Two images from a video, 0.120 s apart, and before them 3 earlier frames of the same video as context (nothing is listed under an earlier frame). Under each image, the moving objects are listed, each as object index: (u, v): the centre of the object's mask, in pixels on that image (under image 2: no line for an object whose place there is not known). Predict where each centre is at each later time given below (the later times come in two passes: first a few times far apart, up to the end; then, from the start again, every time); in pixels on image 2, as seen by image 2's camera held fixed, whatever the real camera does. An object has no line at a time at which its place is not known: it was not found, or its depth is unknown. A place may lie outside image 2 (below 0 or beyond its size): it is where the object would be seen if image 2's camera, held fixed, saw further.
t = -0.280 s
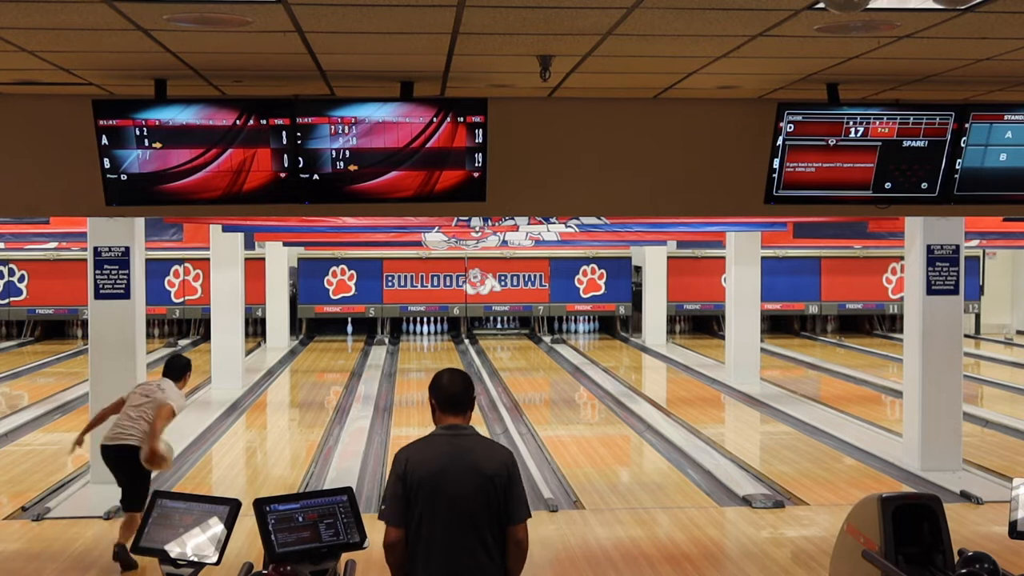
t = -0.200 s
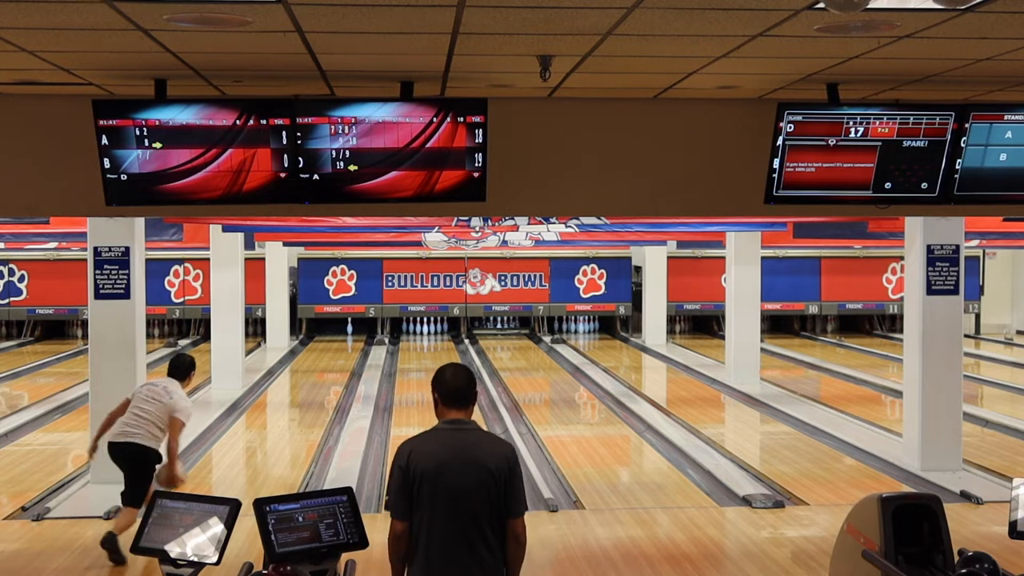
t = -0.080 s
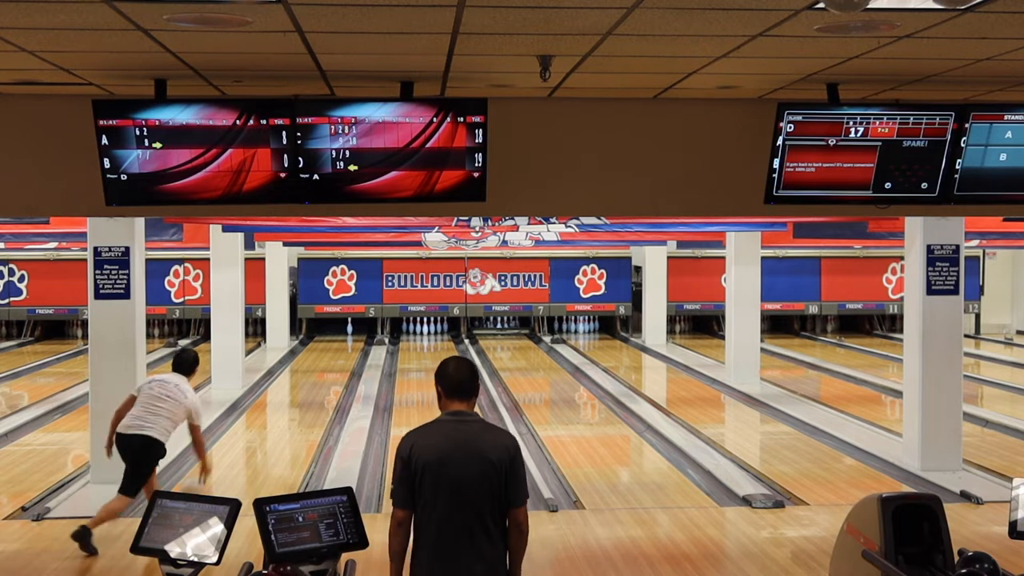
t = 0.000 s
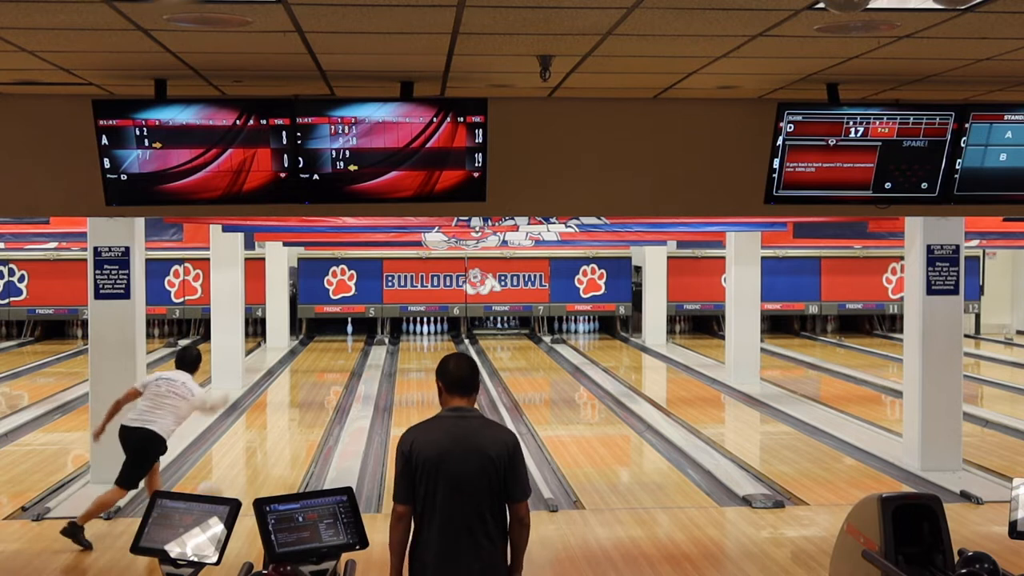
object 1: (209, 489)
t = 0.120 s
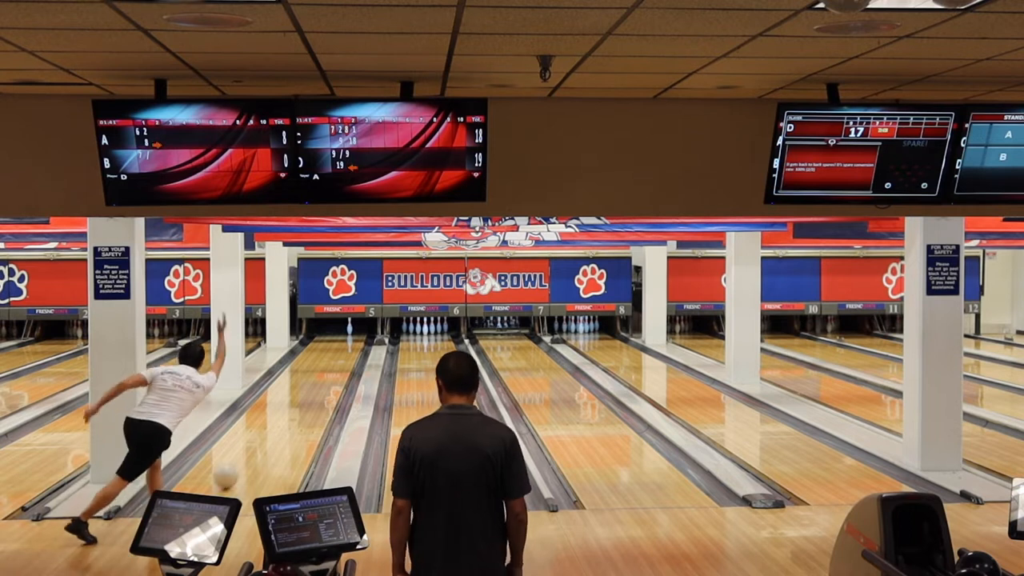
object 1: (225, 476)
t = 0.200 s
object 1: (235, 467)
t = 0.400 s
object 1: (258, 441)
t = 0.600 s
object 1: (275, 422)
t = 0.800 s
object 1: (289, 407)
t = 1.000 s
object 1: (300, 394)
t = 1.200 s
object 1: (310, 382)
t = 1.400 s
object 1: (318, 372)
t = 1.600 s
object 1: (325, 363)
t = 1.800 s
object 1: (331, 356)
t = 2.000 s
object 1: (336, 349)
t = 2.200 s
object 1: (340, 343)
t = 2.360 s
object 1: (343, 339)
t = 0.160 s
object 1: (230, 471)
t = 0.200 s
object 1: (235, 467)
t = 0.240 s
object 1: (241, 460)
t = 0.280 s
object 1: (246, 455)
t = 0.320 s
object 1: (249, 450)
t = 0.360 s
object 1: (253, 446)
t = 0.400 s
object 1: (258, 441)
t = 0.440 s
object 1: (261, 437)
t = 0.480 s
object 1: (264, 433)
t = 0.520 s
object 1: (267, 430)
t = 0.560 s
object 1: (271, 426)
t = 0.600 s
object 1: (275, 422)
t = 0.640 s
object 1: (278, 419)
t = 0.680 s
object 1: (281, 415)
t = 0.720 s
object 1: (283, 412)
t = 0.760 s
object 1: (286, 410)
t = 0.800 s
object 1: (289, 407)
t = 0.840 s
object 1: (292, 404)
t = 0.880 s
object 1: (294, 401)
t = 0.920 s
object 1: (296, 399)
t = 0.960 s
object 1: (298, 396)
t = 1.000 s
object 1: (300, 394)
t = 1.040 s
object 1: (302, 391)
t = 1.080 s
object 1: (304, 389)
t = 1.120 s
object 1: (306, 386)
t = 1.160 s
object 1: (308, 384)
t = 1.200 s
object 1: (310, 382)
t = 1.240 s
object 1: (312, 380)
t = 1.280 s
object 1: (314, 378)
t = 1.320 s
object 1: (315, 376)
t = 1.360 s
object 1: (317, 374)
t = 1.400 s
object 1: (318, 372)
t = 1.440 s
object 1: (320, 370)
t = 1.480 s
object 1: (321, 369)
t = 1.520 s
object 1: (322, 367)
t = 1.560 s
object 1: (324, 365)
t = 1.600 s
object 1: (325, 363)
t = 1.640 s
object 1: (326, 362)
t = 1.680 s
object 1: (327, 360)
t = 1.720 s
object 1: (329, 359)
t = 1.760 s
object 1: (330, 357)
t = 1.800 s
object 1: (331, 356)
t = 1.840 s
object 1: (332, 355)
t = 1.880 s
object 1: (333, 353)
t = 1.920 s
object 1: (334, 352)
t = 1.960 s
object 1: (335, 351)
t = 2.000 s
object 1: (336, 349)
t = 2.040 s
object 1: (337, 348)
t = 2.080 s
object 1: (338, 347)
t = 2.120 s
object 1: (338, 346)
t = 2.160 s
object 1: (339, 345)
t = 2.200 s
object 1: (340, 343)
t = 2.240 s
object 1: (341, 342)
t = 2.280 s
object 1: (341, 341)
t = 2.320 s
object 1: (342, 340)
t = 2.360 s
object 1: (343, 339)
